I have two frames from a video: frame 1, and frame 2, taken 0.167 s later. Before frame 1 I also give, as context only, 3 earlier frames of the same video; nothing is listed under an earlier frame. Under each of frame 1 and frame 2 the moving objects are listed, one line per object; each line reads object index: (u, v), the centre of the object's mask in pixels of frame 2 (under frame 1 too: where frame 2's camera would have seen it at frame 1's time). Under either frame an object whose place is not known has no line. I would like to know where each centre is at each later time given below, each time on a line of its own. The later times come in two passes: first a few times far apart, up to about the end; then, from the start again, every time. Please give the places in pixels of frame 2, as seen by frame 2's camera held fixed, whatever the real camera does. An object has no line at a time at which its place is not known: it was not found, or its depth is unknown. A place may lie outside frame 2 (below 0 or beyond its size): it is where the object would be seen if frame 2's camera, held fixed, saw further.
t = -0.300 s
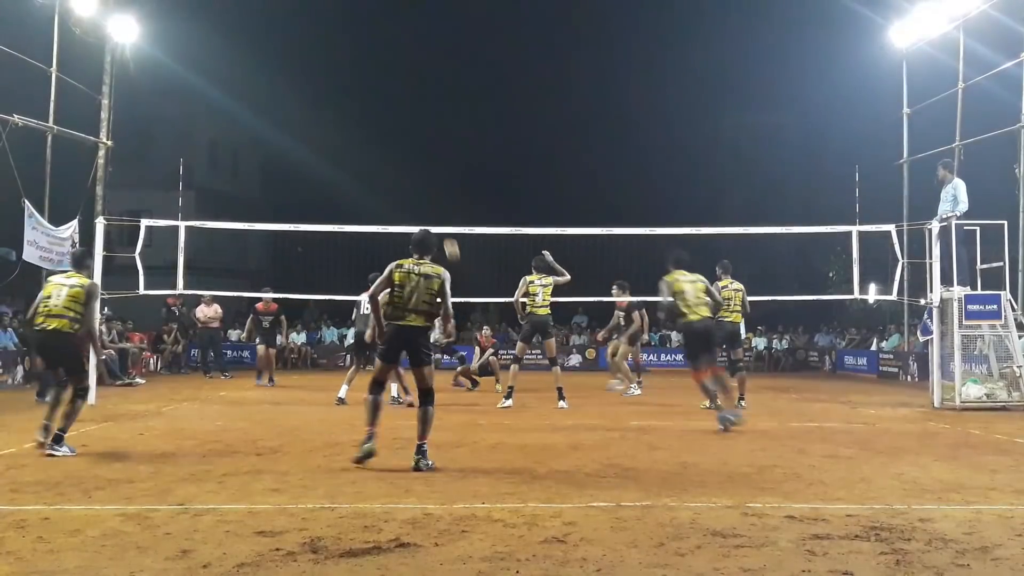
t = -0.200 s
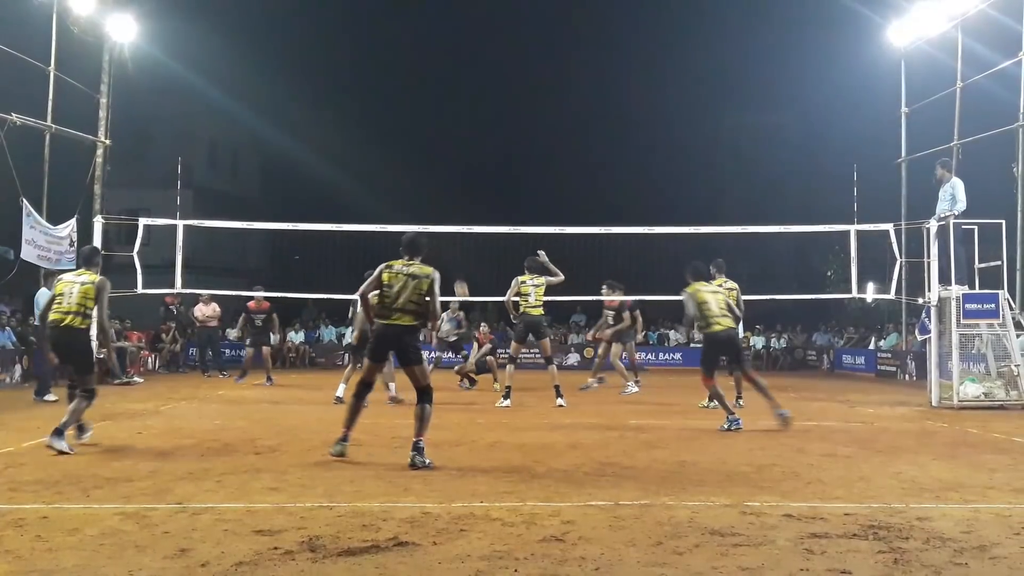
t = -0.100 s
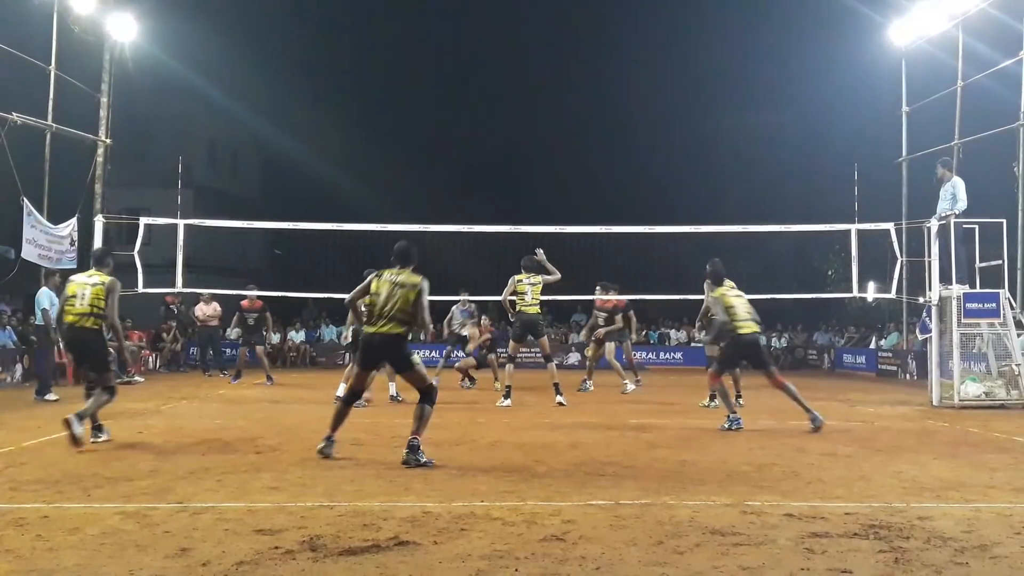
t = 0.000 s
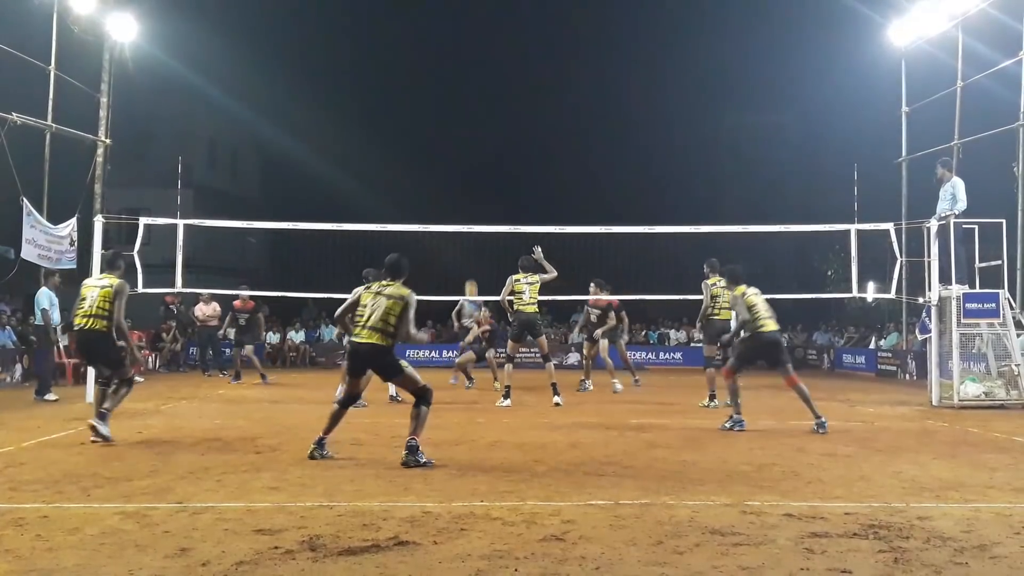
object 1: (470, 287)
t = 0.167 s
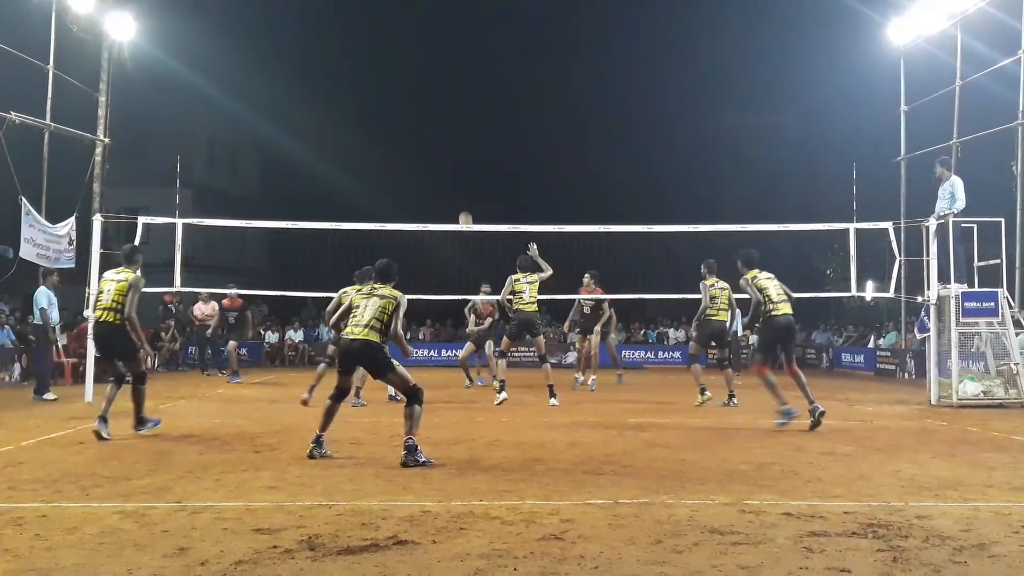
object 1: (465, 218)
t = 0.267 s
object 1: (463, 188)
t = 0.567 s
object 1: (455, 120)
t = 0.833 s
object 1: (447, 104)
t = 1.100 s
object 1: (438, 135)
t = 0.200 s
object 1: (465, 210)
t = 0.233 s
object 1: (464, 199)
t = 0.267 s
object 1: (463, 188)
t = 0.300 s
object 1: (463, 178)
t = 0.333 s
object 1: (461, 169)
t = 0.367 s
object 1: (461, 160)
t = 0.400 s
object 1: (459, 152)
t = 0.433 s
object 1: (458, 144)
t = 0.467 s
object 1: (457, 137)
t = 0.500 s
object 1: (457, 131)
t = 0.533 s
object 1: (456, 125)
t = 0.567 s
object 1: (455, 120)
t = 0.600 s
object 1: (454, 116)
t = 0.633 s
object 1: (453, 112)
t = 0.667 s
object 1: (452, 109)
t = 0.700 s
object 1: (451, 107)
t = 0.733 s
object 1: (450, 106)
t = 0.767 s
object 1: (449, 105)
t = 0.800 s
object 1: (448, 104)
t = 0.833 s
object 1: (447, 104)
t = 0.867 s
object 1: (446, 106)
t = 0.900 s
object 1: (445, 108)
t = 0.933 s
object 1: (444, 111)
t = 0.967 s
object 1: (442, 114)
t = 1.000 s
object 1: (441, 118)
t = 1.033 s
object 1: (440, 123)
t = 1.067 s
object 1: (439, 129)
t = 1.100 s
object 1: (438, 135)
